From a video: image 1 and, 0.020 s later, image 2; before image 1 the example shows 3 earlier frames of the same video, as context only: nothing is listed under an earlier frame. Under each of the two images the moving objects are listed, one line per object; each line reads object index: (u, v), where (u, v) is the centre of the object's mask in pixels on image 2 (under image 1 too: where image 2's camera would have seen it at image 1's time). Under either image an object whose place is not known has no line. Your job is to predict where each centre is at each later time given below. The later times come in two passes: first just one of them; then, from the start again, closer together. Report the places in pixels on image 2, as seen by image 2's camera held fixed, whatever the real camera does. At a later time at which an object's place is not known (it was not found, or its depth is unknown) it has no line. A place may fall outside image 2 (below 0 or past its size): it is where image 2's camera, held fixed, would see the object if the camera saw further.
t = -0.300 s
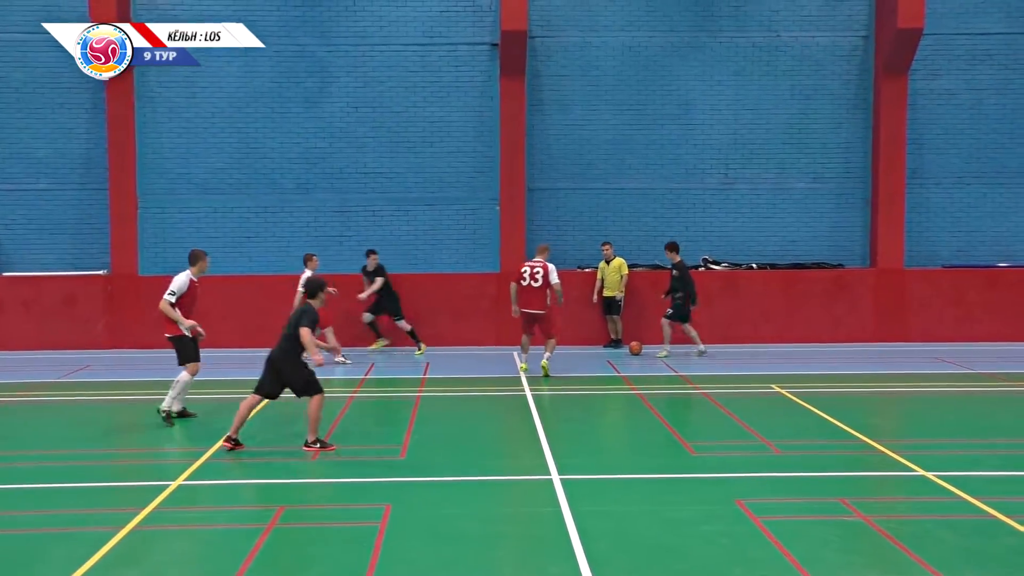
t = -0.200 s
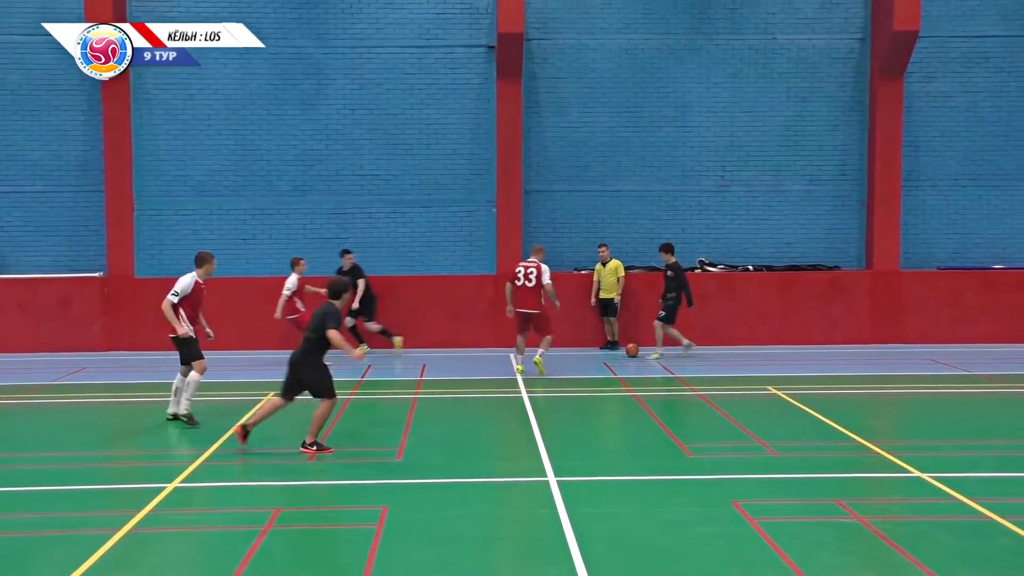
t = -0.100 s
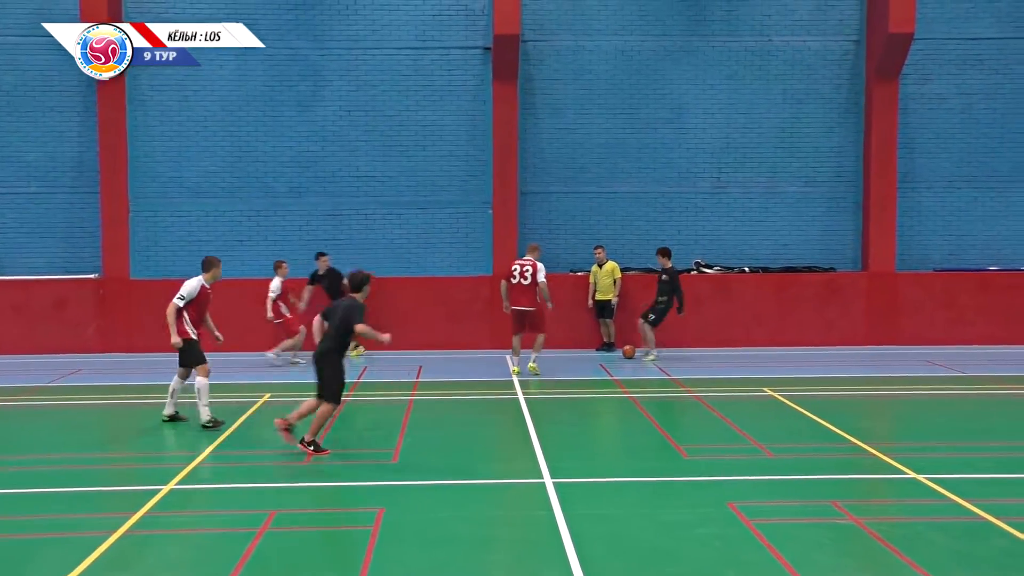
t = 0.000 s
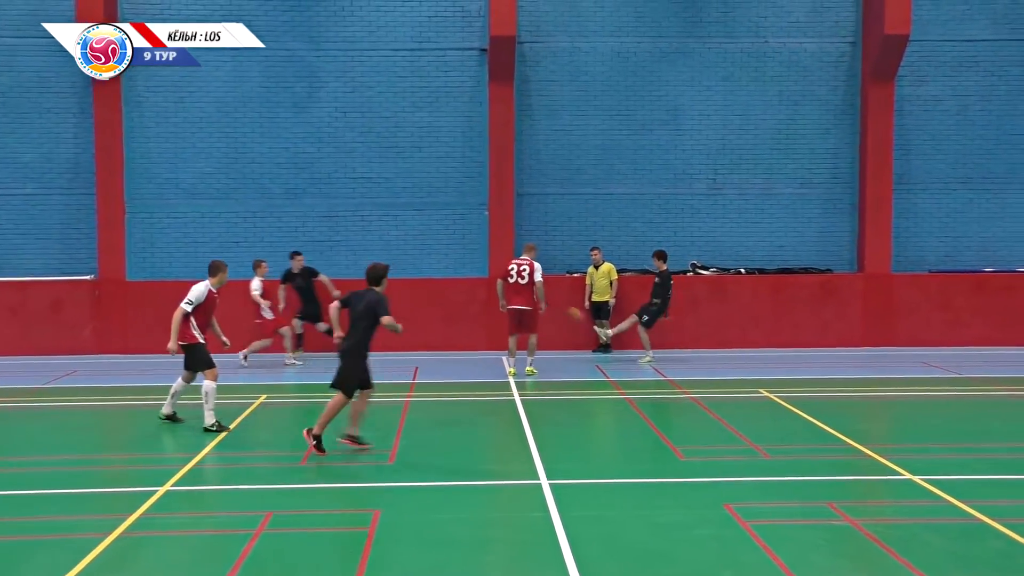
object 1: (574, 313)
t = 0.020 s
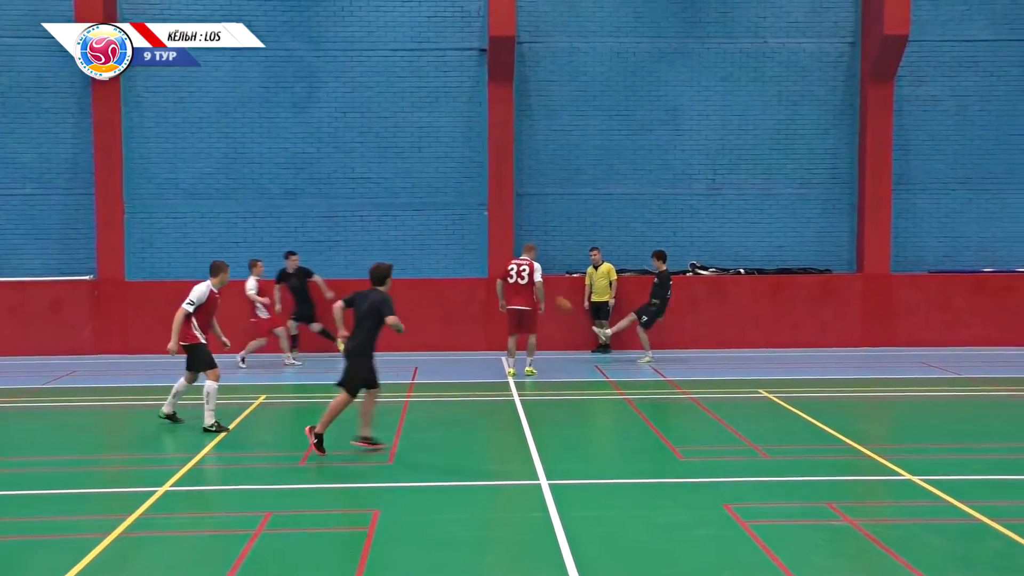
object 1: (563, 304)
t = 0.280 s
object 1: (417, 195)
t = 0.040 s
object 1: (553, 295)
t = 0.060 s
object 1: (547, 286)
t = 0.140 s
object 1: (498, 248)
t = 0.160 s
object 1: (487, 240)
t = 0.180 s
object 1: (475, 232)
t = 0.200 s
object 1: (464, 225)
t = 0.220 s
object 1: (452, 217)
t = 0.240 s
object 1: (441, 209)
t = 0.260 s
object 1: (431, 202)
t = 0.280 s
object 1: (417, 195)
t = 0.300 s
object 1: (406, 189)
